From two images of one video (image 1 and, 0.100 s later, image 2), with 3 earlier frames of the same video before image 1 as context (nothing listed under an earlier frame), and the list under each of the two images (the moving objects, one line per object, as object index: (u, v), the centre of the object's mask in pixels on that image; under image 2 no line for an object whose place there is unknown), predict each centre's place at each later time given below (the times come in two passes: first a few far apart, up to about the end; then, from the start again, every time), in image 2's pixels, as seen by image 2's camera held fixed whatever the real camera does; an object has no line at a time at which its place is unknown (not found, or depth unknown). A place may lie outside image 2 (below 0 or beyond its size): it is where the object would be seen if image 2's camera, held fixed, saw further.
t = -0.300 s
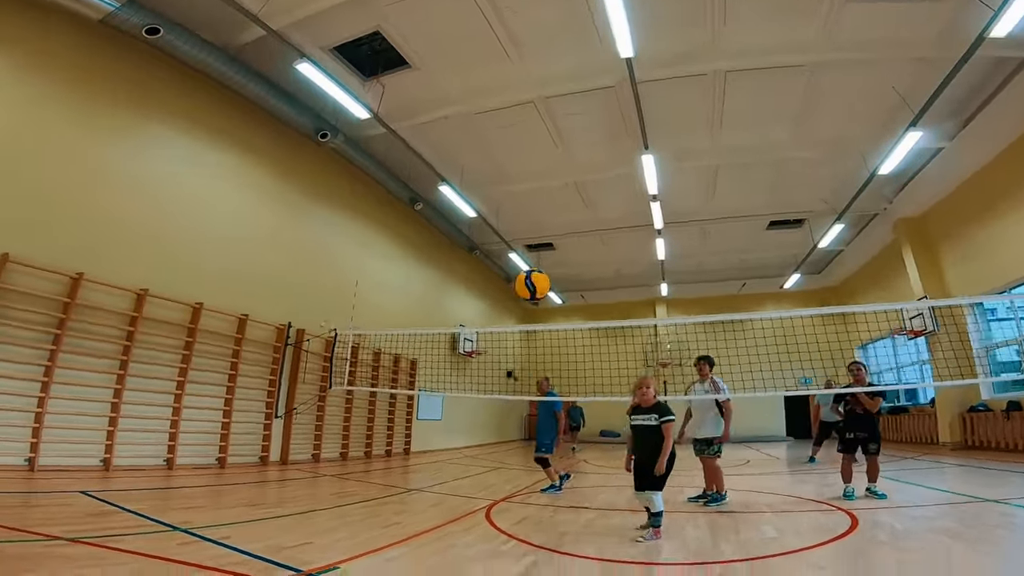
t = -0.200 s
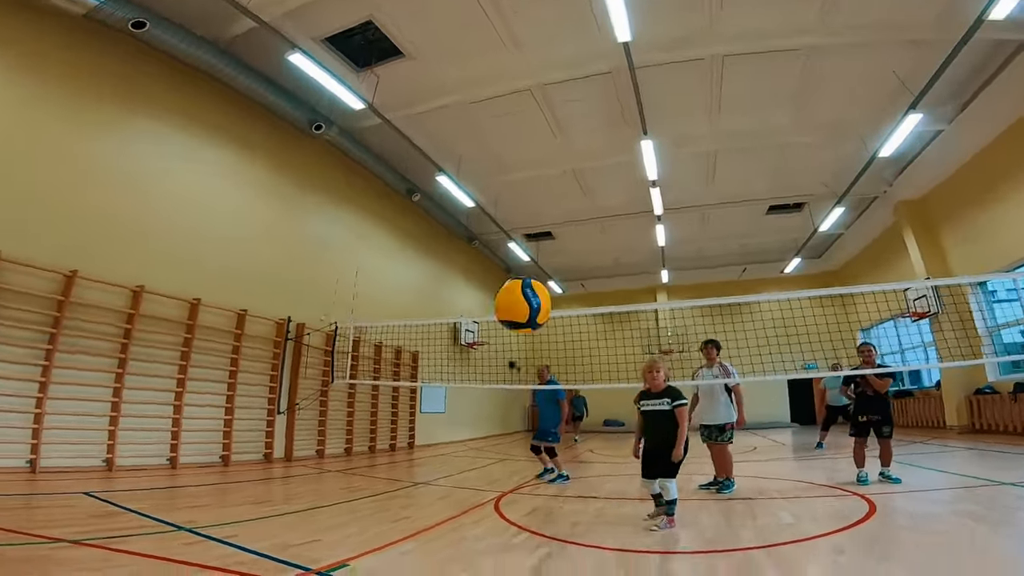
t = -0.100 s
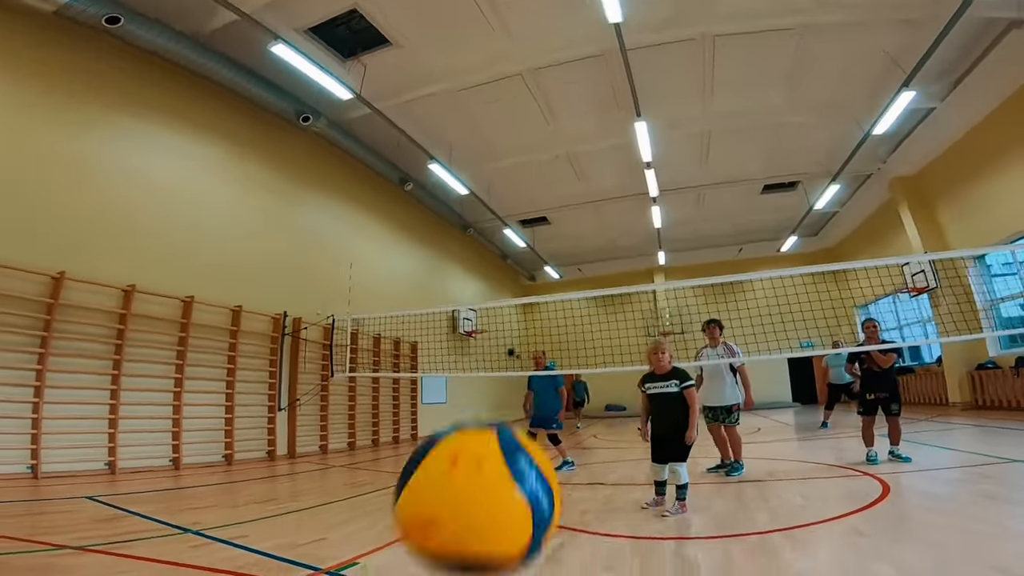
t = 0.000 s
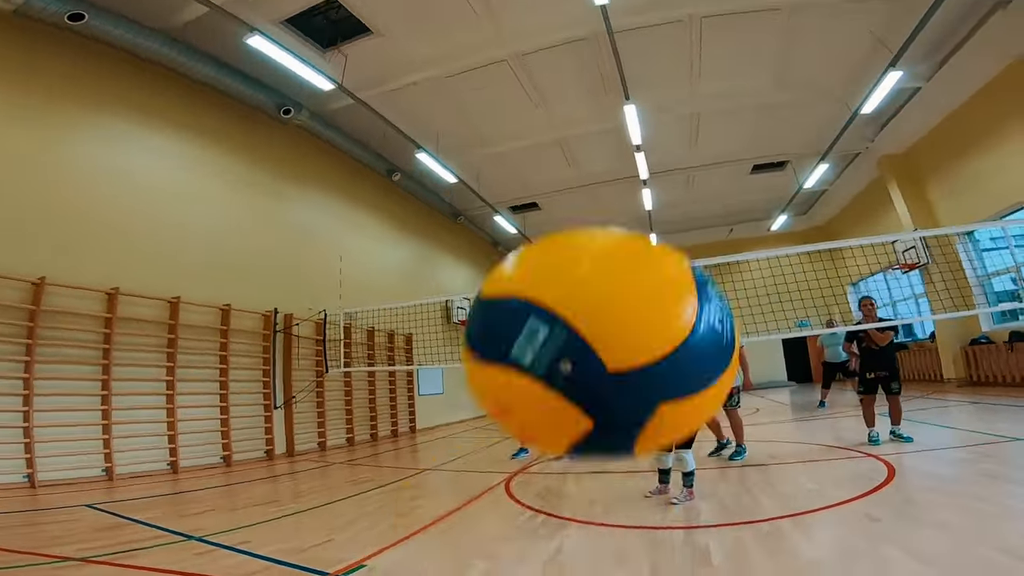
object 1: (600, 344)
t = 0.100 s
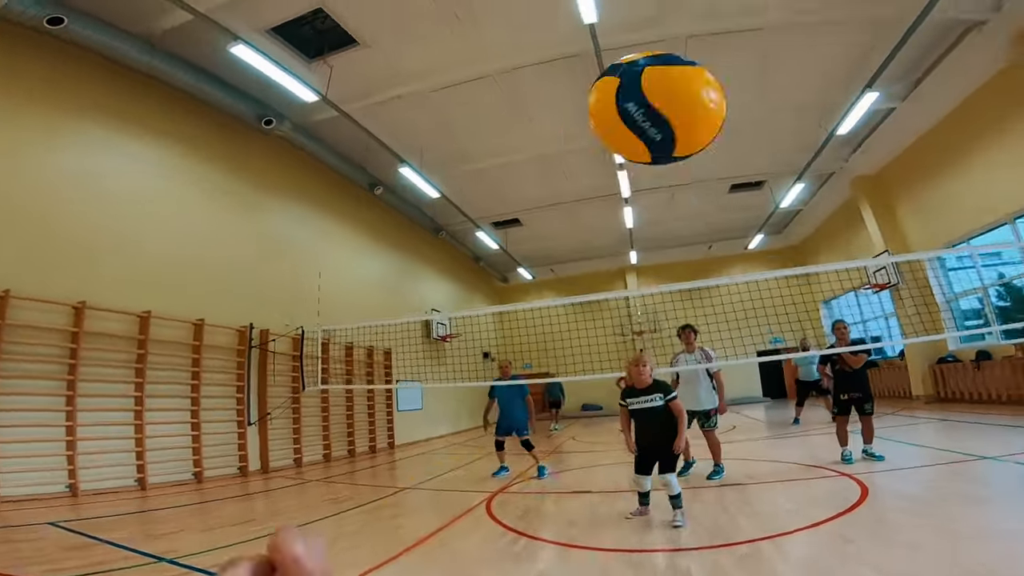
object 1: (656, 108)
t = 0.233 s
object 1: (689, 54)
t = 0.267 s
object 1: (694, 49)
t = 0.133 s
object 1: (665, 84)
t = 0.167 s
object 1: (674, 69)
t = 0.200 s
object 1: (683, 59)
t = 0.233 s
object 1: (689, 54)
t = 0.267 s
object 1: (694, 49)
